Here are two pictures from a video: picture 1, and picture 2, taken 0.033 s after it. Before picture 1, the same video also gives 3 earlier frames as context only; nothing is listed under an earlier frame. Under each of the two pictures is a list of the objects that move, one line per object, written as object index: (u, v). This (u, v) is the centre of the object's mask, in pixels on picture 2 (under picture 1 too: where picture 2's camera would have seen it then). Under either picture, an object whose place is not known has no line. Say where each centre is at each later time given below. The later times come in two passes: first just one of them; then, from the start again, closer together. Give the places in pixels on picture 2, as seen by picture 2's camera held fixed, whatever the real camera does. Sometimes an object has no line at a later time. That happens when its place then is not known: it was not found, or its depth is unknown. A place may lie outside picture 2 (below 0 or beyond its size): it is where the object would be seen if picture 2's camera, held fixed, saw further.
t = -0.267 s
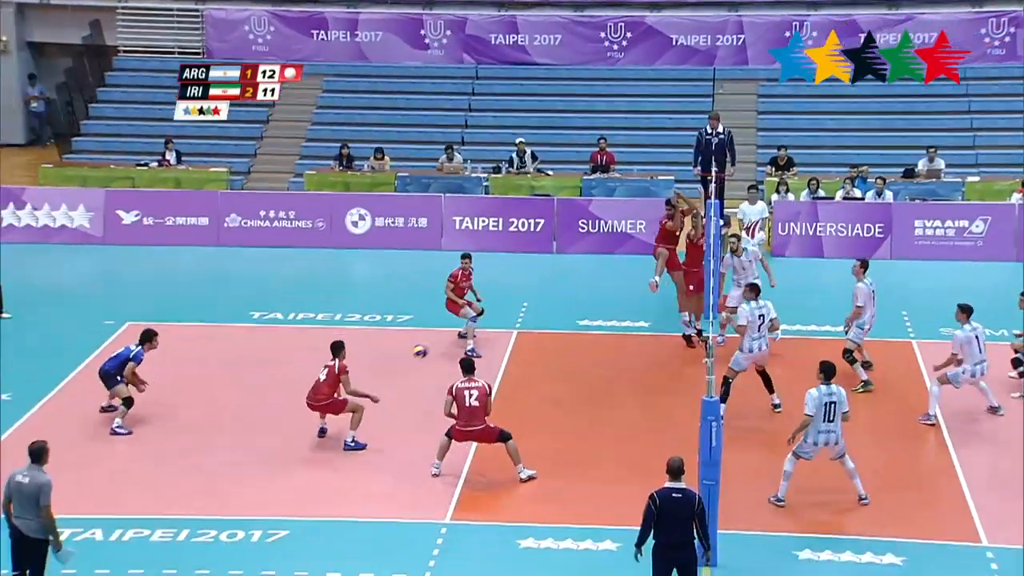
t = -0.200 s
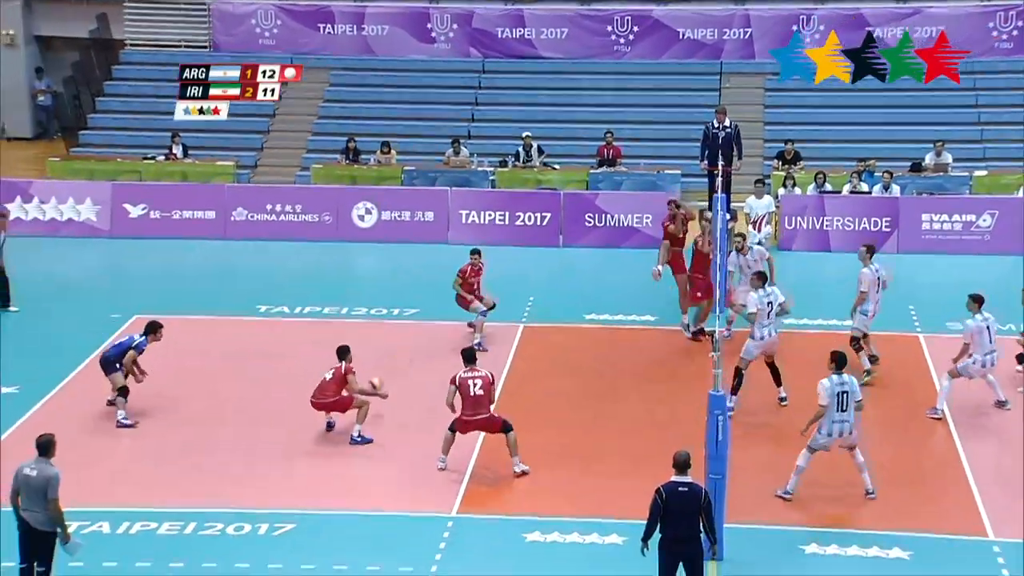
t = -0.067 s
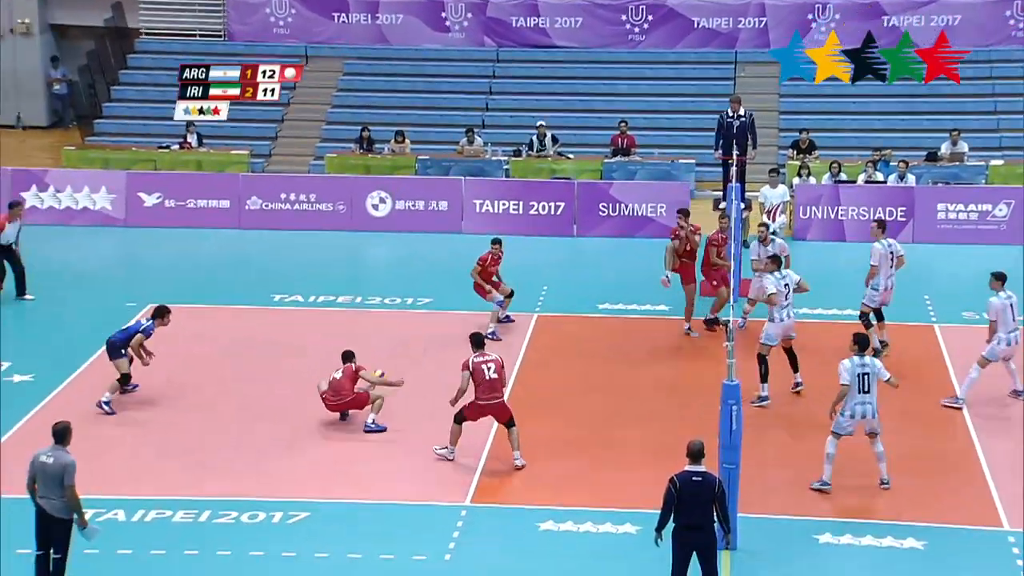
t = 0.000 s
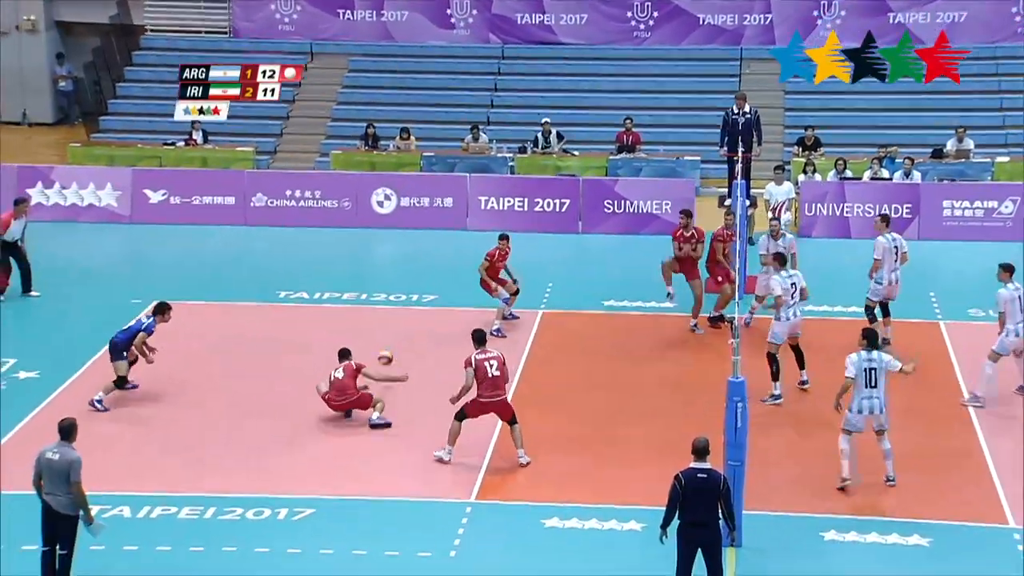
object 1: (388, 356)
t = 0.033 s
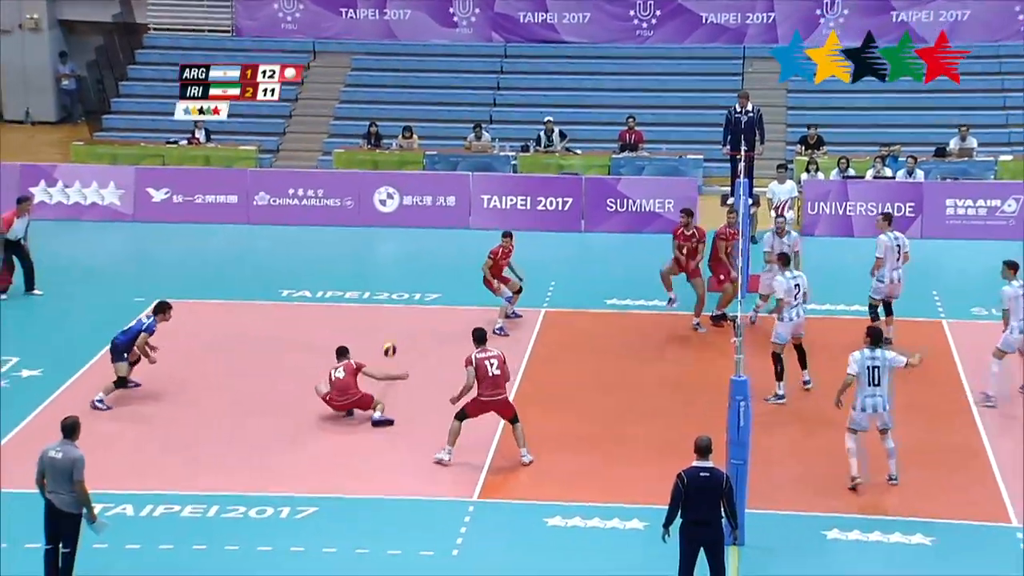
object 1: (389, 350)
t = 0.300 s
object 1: (396, 325)
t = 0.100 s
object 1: (391, 338)
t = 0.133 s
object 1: (392, 334)
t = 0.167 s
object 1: (392, 331)
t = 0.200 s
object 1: (394, 328)
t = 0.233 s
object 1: (394, 326)
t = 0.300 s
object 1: (396, 325)
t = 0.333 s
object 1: (397, 326)
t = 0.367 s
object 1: (398, 327)
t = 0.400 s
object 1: (399, 328)
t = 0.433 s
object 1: (400, 331)
